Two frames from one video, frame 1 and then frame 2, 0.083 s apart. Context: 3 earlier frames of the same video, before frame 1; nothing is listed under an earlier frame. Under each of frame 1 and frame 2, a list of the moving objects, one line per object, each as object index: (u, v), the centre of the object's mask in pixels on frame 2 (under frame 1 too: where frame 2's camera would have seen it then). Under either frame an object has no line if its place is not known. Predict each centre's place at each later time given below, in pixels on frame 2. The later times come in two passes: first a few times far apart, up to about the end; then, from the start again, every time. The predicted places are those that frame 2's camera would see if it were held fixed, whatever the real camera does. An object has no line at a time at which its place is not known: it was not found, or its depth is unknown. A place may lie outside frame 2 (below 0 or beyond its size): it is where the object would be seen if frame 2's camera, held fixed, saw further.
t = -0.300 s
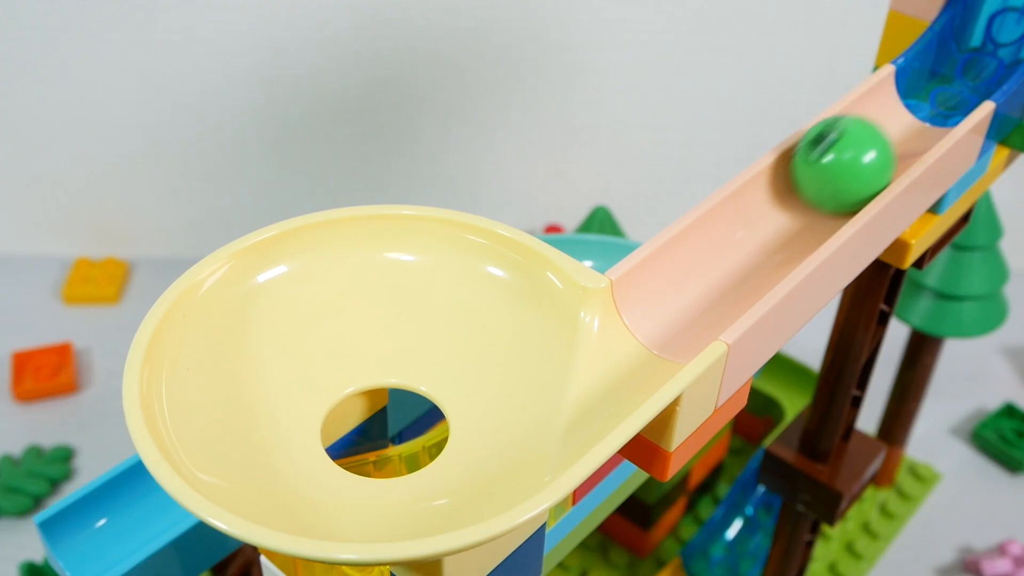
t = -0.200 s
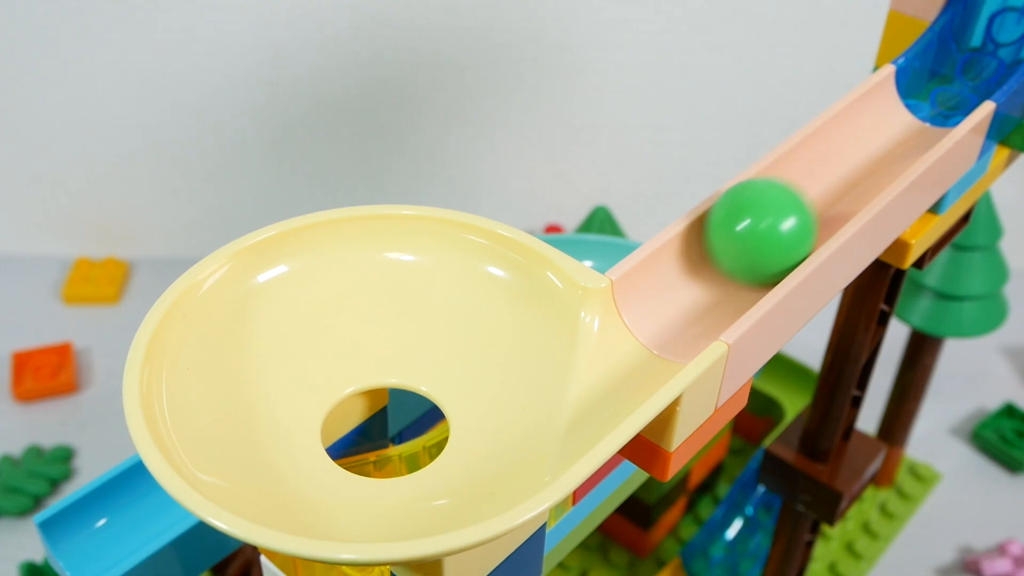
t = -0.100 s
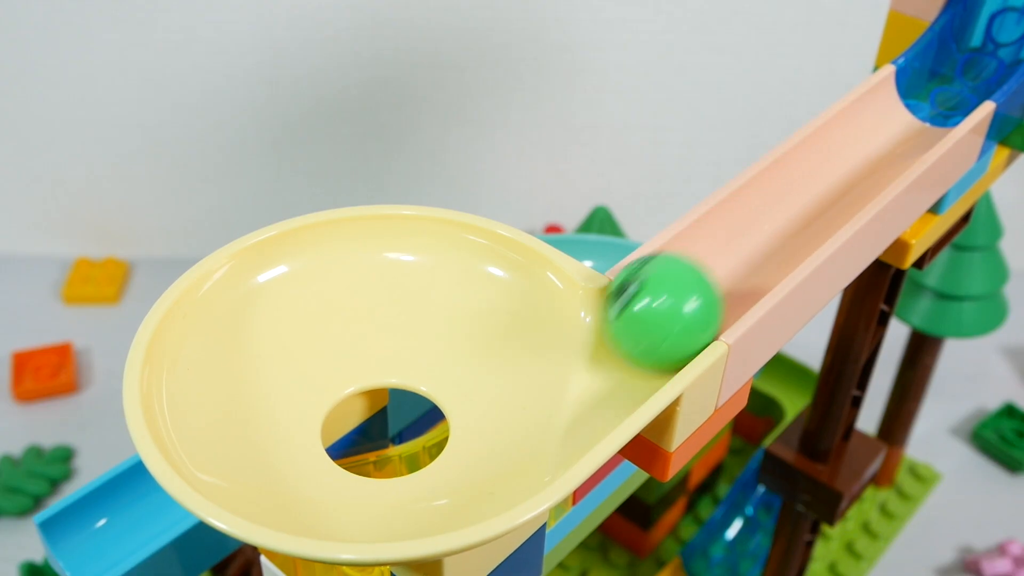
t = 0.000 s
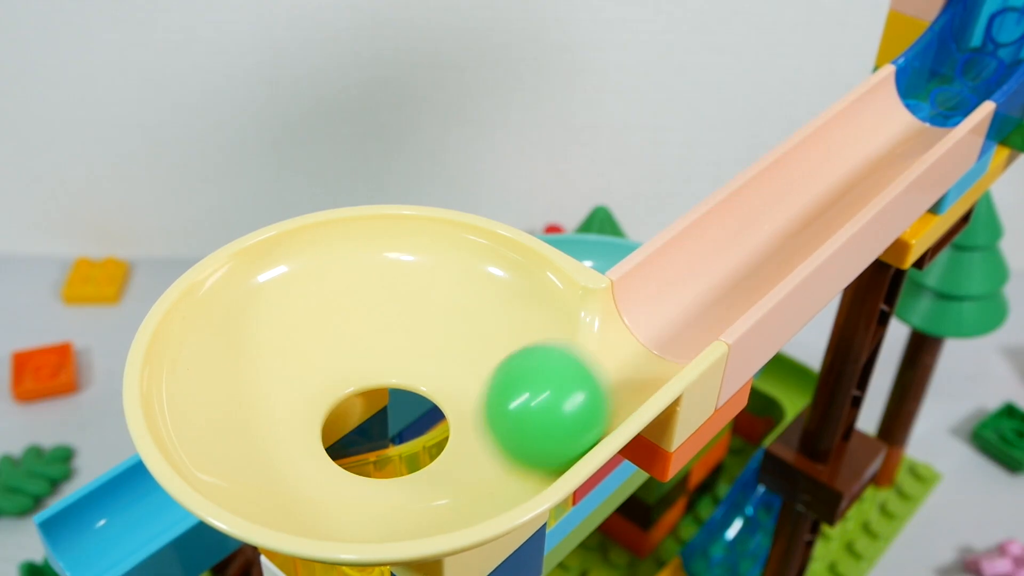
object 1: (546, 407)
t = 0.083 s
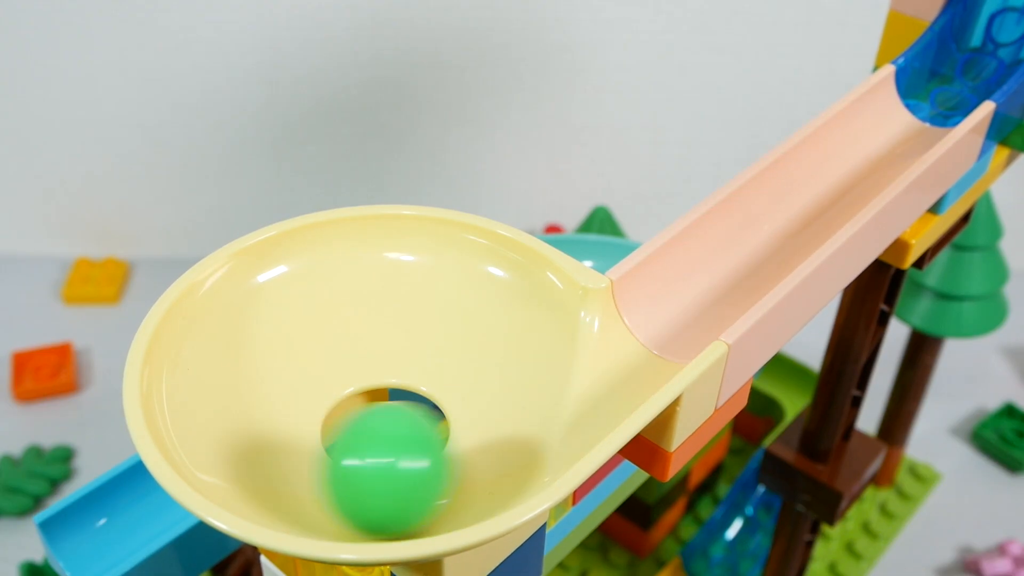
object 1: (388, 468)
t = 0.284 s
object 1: (260, 324)
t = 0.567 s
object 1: (492, 421)
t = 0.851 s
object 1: (296, 334)
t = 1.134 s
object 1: (476, 428)
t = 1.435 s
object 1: (324, 327)
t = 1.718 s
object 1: (449, 441)
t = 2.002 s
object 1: (334, 328)
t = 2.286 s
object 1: (441, 441)
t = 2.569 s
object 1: (339, 333)
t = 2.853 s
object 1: (435, 438)
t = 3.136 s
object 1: (342, 340)
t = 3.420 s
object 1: (433, 433)
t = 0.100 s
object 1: (352, 467)
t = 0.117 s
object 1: (317, 460)
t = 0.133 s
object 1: (287, 449)
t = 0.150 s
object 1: (260, 434)
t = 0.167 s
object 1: (241, 418)
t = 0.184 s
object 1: (227, 400)
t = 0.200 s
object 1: (220, 383)
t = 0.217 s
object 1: (218, 368)
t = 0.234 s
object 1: (221, 354)
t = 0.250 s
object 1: (230, 341)
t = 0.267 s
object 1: (244, 331)
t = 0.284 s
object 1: (260, 324)
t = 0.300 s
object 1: (281, 318)
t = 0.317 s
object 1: (306, 314)
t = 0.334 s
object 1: (331, 312)
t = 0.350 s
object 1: (357, 313)
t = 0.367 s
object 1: (382, 315)
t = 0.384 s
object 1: (407, 318)
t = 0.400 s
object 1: (429, 322)
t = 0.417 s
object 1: (451, 327)
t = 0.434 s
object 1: (470, 334)
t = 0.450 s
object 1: (487, 341)
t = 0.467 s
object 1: (501, 350)
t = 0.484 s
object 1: (510, 360)
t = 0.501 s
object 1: (516, 371)
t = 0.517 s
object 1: (517, 383)
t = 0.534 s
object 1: (513, 396)
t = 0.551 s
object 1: (505, 408)
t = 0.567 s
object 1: (492, 421)
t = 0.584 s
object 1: (475, 432)
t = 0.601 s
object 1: (454, 441)
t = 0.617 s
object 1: (433, 447)
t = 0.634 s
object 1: (410, 452)
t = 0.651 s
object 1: (388, 452)
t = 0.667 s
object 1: (366, 450)
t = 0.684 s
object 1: (342, 445)
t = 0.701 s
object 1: (322, 437)
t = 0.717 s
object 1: (304, 427)
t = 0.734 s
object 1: (289, 415)
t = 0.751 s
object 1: (279, 402)
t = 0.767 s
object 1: (272, 388)
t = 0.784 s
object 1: (270, 375)
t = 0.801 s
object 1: (271, 363)
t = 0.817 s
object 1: (276, 352)
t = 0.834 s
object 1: (284, 342)
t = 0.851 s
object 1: (296, 334)
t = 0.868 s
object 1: (311, 327)
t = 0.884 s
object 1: (327, 323)
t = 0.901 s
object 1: (345, 321)
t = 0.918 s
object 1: (364, 321)
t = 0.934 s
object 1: (383, 323)
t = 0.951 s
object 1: (404, 326)
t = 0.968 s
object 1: (423, 331)
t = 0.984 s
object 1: (442, 337)
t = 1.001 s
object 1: (458, 345)
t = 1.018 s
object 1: (472, 354)
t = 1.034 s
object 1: (484, 364)
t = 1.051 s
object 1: (492, 374)
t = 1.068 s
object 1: (496, 385)
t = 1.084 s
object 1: (497, 396)
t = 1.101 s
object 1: (494, 407)
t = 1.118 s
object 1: (486, 418)
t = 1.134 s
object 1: (476, 428)
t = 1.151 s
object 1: (462, 437)
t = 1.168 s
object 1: (444, 444)
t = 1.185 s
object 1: (426, 450)
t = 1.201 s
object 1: (407, 453)
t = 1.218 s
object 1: (386, 451)
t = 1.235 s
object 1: (368, 449)
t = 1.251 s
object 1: (347, 444)
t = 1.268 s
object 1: (330, 436)
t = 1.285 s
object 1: (315, 427)
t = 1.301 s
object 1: (304, 416)
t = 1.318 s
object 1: (294, 403)
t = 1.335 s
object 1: (288, 390)
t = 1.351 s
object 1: (286, 376)
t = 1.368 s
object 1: (288, 364)
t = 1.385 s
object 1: (293, 353)
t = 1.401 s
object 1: (301, 342)
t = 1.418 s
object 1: (311, 334)
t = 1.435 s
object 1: (324, 327)
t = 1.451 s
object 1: (338, 322)
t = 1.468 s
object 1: (354, 320)
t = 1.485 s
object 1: (370, 319)
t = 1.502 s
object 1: (387, 321)
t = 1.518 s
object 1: (404, 325)
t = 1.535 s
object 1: (421, 330)
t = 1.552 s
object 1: (437, 337)
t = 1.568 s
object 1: (450, 346)
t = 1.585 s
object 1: (462, 356)
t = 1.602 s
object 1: (472, 367)
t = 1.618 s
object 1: (479, 378)
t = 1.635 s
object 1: (482, 390)
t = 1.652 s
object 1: (482, 402)
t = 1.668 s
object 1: (478, 413)
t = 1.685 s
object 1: (471, 423)
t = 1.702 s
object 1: (461, 433)
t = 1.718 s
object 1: (449, 441)
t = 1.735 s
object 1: (434, 447)
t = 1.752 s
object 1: (418, 452)
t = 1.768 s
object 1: (401, 454)
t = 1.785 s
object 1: (384, 452)
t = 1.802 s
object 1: (367, 450)
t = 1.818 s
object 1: (350, 445)
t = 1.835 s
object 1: (335, 438)
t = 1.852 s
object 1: (323, 428)
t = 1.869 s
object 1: (313, 417)
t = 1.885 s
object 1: (306, 405)
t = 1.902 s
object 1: (301, 392)
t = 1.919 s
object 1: (300, 379)
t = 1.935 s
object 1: (302, 367)
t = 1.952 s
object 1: (306, 355)
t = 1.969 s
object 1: (313, 345)
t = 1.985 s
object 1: (322, 336)
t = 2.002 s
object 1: (334, 328)
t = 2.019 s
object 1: (347, 324)
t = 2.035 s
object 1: (360, 320)
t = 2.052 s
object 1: (375, 320)
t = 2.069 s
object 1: (390, 321)
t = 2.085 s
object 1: (405, 326)
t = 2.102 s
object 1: (419, 331)
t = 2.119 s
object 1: (433, 338)
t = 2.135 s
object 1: (445, 347)
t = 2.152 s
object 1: (455, 357)
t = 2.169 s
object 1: (463, 368)
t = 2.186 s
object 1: (469, 380)
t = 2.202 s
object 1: (472, 392)
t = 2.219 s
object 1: (472, 403)
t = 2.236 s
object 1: (468, 414)
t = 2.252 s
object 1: (462, 424)
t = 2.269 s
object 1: (452, 433)
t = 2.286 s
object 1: (441, 441)
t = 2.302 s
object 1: (427, 447)
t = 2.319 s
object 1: (412, 451)
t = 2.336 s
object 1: (397, 452)
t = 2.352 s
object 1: (382, 451)
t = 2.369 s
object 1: (366, 449)
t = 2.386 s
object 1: (350, 444)
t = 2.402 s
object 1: (337, 437)
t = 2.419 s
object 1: (327, 428)
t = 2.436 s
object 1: (318, 418)
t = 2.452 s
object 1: (311, 407)
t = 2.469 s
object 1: (308, 395)
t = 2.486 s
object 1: (306, 383)
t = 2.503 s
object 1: (308, 371)
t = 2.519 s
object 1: (313, 359)
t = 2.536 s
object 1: (320, 349)
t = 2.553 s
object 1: (329, 340)
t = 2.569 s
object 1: (339, 333)
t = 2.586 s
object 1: (351, 328)
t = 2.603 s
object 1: (364, 324)
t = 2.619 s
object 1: (378, 323)
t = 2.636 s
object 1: (392, 324)
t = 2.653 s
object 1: (405, 326)
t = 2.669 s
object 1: (419, 331)
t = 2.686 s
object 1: (432, 338)
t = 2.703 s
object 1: (443, 346)
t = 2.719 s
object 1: (452, 355)
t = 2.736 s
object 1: (459, 366)
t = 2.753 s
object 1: (464, 377)
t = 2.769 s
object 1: (466, 388)
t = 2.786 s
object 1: (465, 400)
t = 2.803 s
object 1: (462, 411)
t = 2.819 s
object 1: (455, 421)
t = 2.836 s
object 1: (446, 430)
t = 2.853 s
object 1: (435, 438)
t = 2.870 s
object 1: (422, 444)
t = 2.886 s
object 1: (408, 449)
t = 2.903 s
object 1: (394, 450)
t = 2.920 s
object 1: (380, 450)
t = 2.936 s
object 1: (364, 448)
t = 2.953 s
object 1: (350, 444)
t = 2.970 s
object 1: (338, 439)
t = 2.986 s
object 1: (328, 431)
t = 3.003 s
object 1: (320, 422)
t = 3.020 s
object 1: (314, 412)
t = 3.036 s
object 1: (312, 401)
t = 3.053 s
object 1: (311, 389)
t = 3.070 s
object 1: (313, 378)
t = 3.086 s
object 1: (318, 367)
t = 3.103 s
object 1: (325, 357)
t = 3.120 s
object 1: (333, 348)
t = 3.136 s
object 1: (342, 340)
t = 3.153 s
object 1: (353, 333)
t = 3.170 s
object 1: (365, 329)
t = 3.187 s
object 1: (378, 326)
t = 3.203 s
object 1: (391, 325)
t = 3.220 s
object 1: (403, 326)
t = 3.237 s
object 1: (415, 330)
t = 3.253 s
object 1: (427, 335)
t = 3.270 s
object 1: (437, 341)
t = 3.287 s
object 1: (446, 350)
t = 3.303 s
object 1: (452, 360)
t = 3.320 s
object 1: (457, 370)
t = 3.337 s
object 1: (459, 381)
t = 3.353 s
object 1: (459, 393)
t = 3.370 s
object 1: (457, 404)
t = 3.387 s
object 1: (451, 415)
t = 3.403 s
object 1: (443, 425)
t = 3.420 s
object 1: (433, 433)
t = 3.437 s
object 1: (421, 440)
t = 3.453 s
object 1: (409, 446)
